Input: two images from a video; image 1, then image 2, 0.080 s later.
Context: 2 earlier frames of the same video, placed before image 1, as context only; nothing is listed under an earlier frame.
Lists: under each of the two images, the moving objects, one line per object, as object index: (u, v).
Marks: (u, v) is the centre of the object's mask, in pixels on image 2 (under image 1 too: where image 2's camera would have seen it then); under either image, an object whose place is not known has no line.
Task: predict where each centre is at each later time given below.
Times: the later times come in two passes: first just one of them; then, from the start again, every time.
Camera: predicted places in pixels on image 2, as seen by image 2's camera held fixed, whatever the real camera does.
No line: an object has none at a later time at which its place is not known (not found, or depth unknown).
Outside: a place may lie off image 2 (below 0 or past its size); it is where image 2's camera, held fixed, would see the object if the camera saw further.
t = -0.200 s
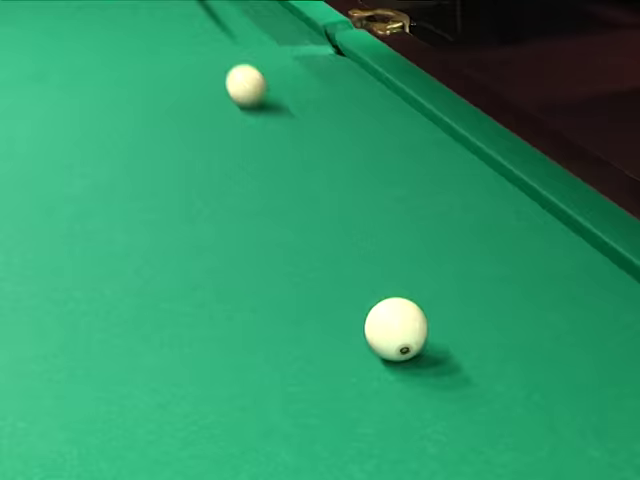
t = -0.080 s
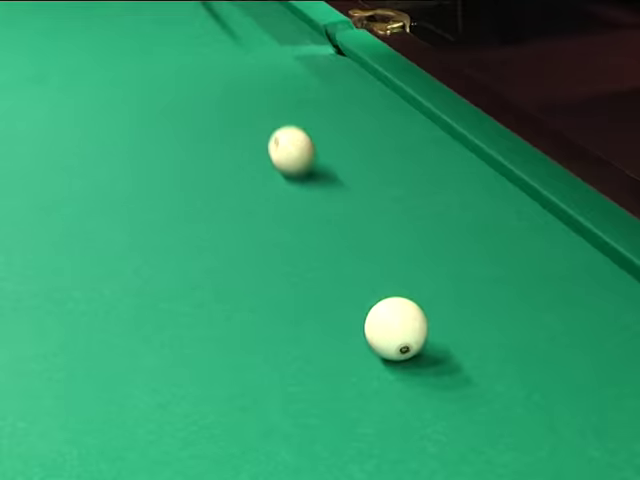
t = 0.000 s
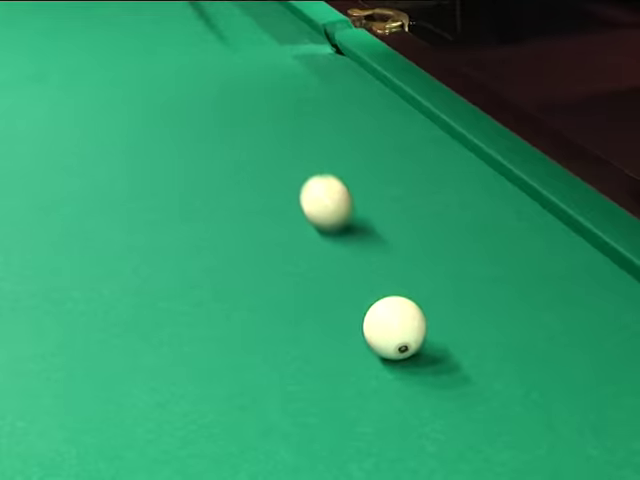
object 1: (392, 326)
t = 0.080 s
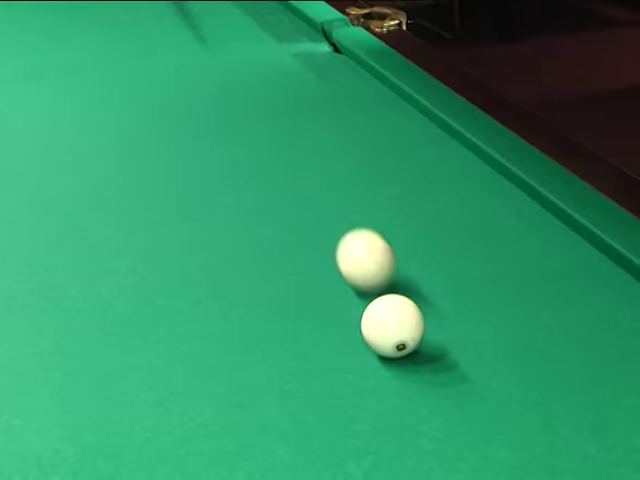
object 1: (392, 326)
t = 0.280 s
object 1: (373, 481)
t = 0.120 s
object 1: (392, 327)
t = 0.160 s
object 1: (387, 357)
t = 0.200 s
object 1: (382, 396)
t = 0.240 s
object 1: (378, 441)
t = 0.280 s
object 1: (373, 481)
